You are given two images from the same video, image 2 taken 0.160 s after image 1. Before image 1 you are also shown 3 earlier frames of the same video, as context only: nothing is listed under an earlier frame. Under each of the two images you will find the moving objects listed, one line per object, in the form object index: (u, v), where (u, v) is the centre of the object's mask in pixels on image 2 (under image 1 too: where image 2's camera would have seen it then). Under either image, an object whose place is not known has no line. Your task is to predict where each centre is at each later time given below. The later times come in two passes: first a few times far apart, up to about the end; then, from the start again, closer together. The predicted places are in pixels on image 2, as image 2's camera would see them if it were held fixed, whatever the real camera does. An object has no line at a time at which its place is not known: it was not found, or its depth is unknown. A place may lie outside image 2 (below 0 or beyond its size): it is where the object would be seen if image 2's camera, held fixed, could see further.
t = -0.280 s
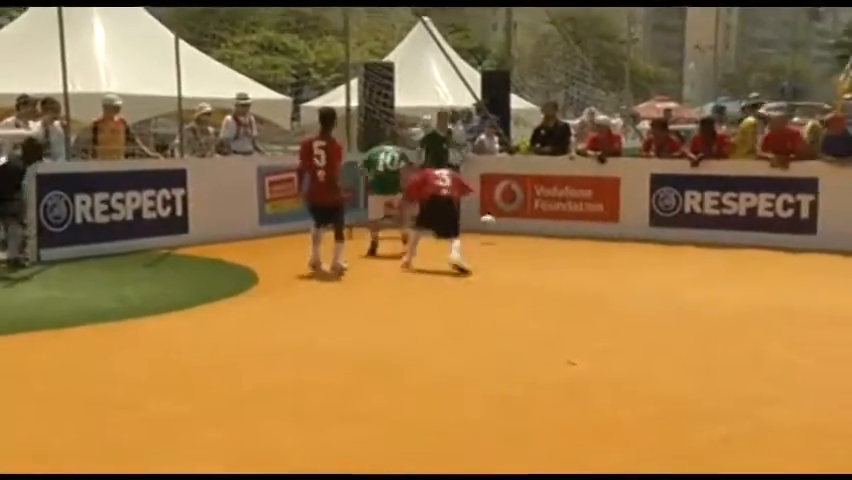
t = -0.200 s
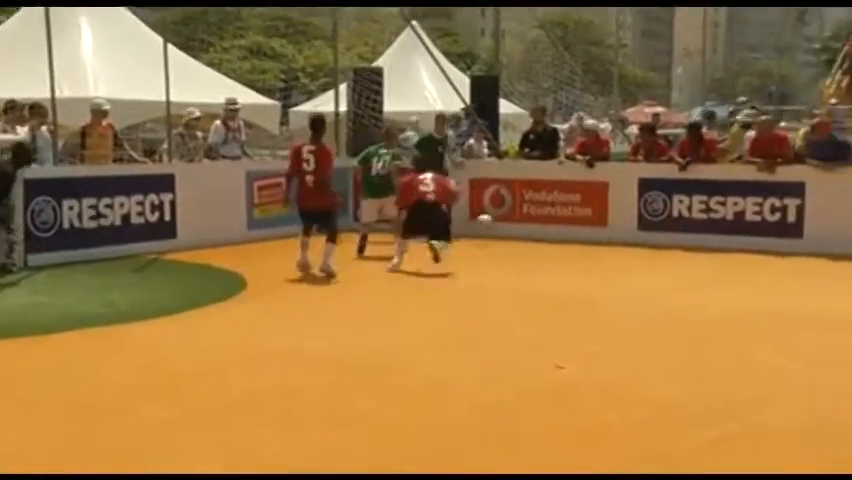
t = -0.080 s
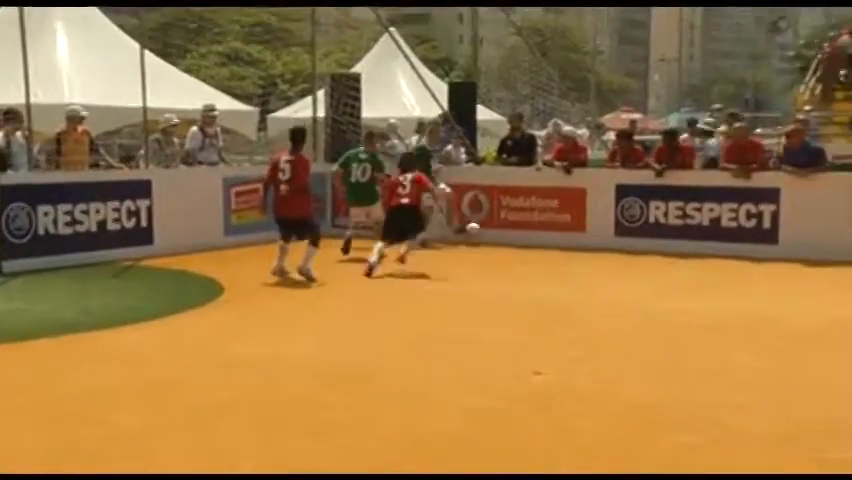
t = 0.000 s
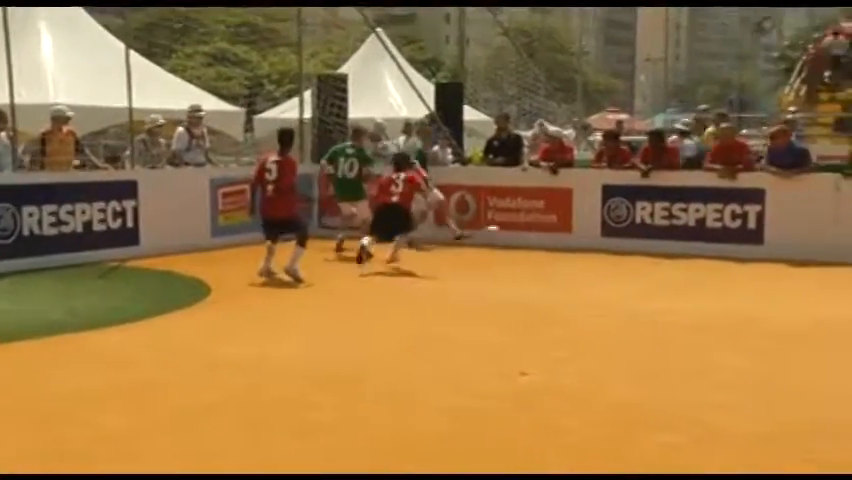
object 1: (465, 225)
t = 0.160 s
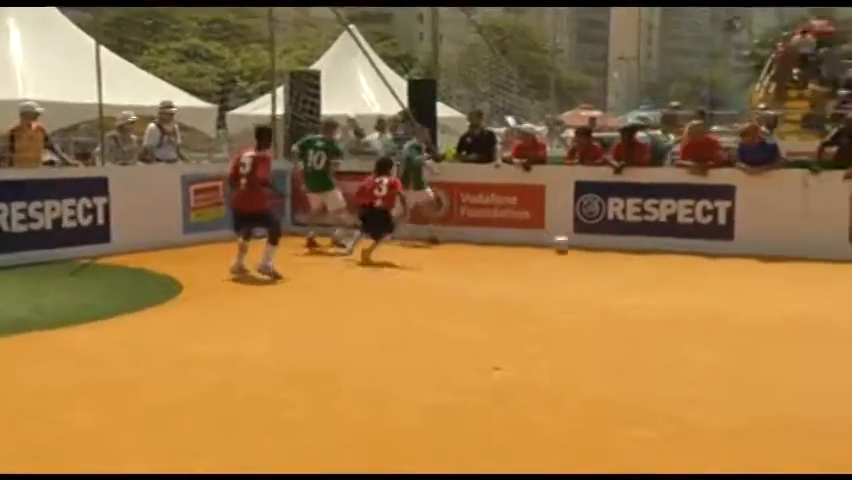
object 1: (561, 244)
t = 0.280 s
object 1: (627, 244)
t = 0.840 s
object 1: (927, 271)
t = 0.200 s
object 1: (581, 242)
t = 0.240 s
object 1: (604, 242)
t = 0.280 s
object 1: (627, 244)
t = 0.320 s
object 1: (648, 246)
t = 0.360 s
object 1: (671, 251)
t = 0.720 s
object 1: (861, 268)
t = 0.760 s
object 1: (882, 270)
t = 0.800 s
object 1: (905, 272)
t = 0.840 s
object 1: (927, 271)
